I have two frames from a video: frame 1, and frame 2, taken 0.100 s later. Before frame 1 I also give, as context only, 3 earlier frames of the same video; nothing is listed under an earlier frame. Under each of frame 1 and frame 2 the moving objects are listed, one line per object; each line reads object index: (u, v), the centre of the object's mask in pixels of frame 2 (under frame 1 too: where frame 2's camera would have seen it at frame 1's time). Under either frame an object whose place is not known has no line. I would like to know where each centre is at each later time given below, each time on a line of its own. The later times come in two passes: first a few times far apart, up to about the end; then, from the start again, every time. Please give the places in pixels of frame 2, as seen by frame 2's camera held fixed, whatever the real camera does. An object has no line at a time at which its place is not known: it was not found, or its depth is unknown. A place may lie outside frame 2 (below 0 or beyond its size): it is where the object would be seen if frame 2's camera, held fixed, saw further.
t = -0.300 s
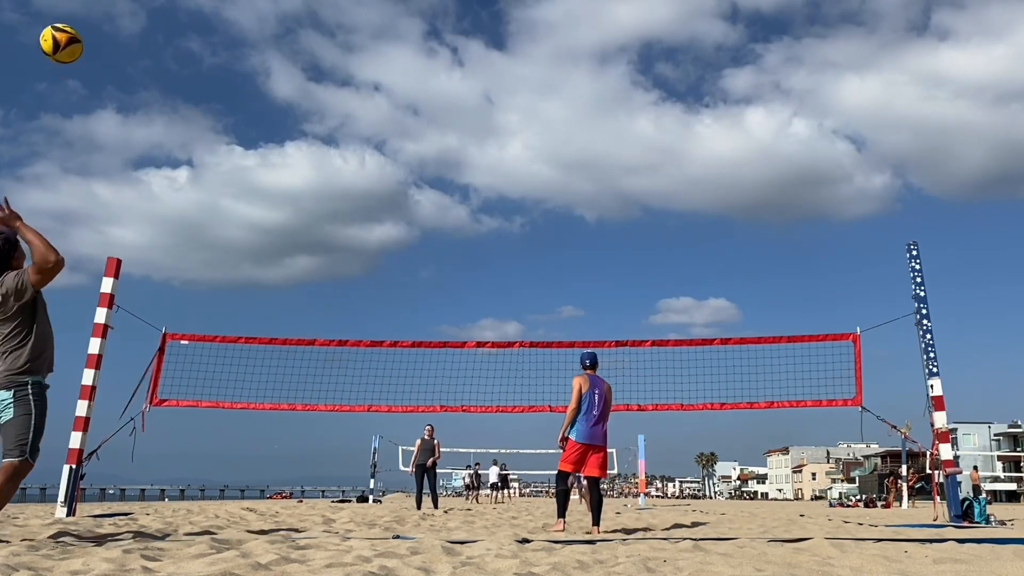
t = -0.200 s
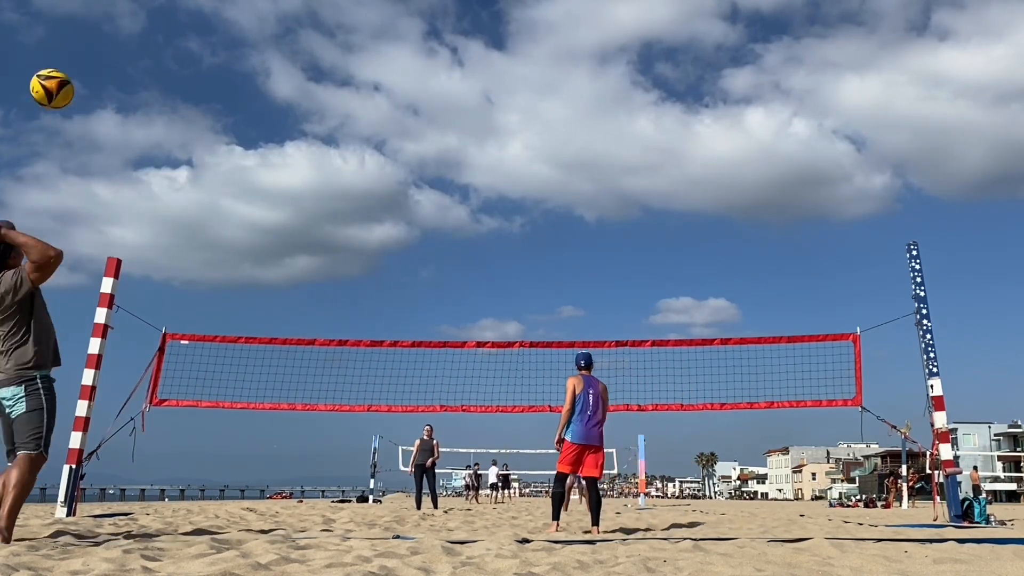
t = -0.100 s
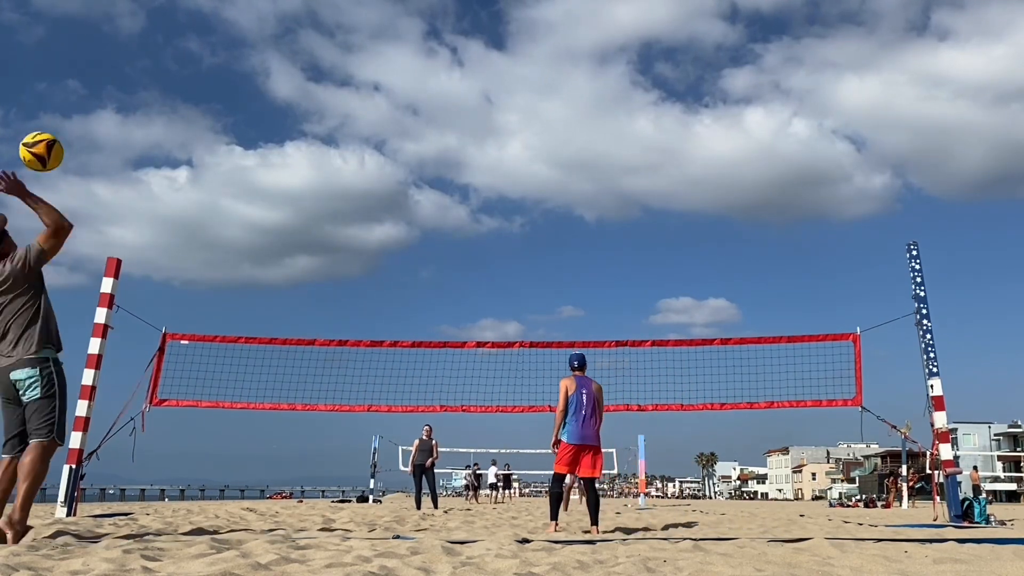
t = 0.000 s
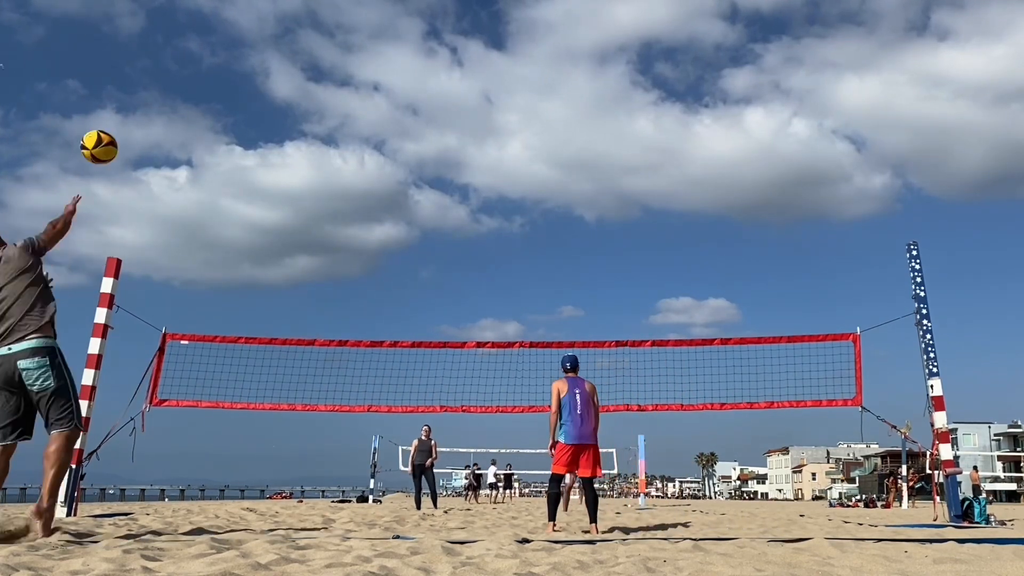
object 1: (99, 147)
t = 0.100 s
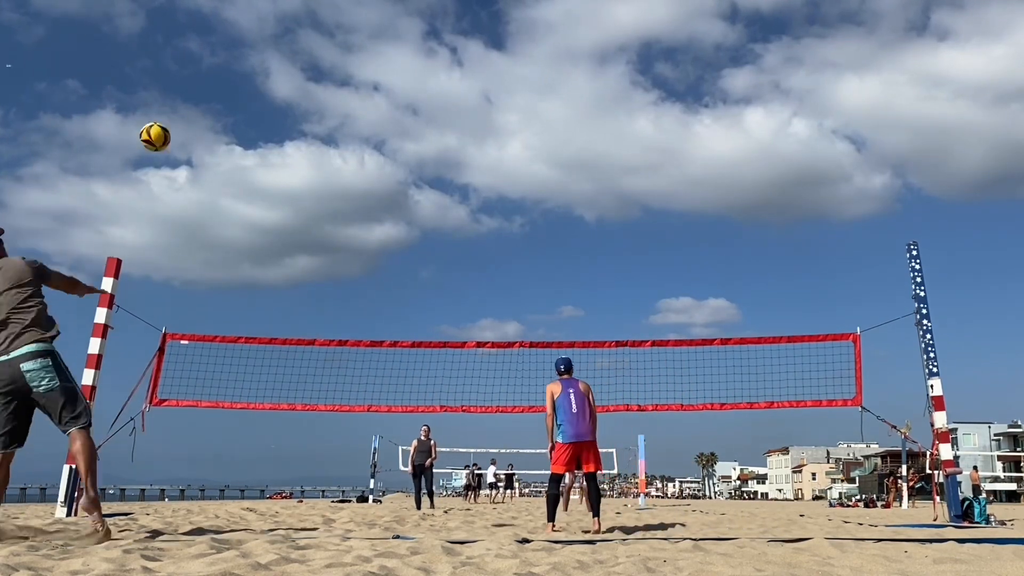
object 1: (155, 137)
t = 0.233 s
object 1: (205, 145)
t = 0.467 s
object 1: (258, 191)
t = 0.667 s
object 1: (288, 246)
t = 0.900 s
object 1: (311, 321)
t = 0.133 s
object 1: (170, 137)
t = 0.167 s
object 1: (183, 139)
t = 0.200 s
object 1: (195, 141)
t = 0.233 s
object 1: (205, 145)
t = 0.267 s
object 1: (215, 150)
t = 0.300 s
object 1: (223, 155)
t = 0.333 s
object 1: (232, 162)
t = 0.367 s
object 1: (239, 168)
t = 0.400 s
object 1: (246, 175)
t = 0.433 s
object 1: (252, 183)
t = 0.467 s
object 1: (258, 191)
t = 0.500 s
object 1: (264, 199)
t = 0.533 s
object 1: (269, 208)
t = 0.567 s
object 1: (274, 217)
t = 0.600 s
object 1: (279, 226)
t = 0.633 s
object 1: (283, 236)
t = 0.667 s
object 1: (288, 246)
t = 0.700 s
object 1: (292, 256)
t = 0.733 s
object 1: (295, 266)
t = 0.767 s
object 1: (299, 277)
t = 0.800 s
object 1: (303, 288)
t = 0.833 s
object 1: (306, 299)
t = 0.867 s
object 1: (308, 310)
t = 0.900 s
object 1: (311, 321)
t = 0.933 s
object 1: (314, 333)
